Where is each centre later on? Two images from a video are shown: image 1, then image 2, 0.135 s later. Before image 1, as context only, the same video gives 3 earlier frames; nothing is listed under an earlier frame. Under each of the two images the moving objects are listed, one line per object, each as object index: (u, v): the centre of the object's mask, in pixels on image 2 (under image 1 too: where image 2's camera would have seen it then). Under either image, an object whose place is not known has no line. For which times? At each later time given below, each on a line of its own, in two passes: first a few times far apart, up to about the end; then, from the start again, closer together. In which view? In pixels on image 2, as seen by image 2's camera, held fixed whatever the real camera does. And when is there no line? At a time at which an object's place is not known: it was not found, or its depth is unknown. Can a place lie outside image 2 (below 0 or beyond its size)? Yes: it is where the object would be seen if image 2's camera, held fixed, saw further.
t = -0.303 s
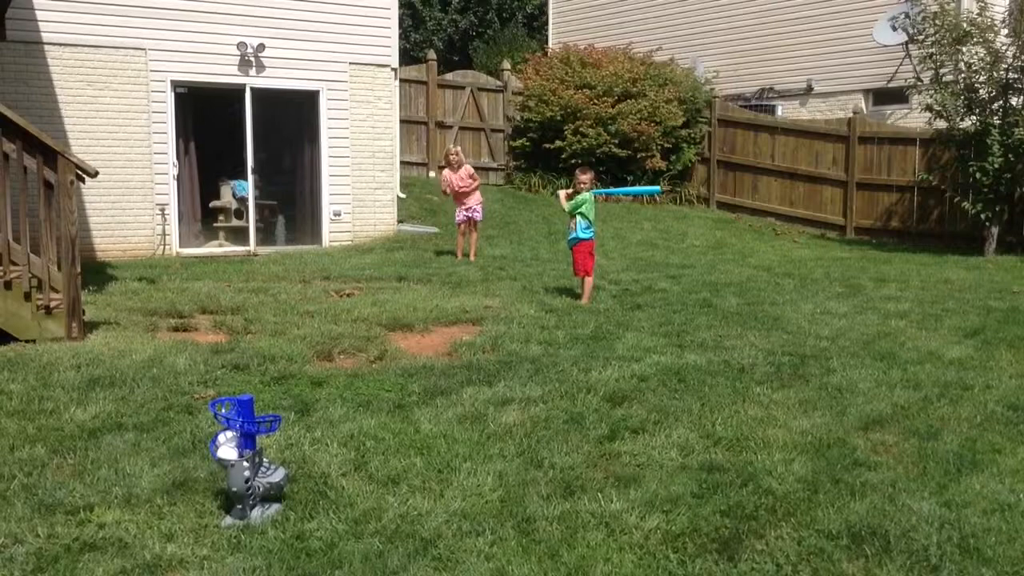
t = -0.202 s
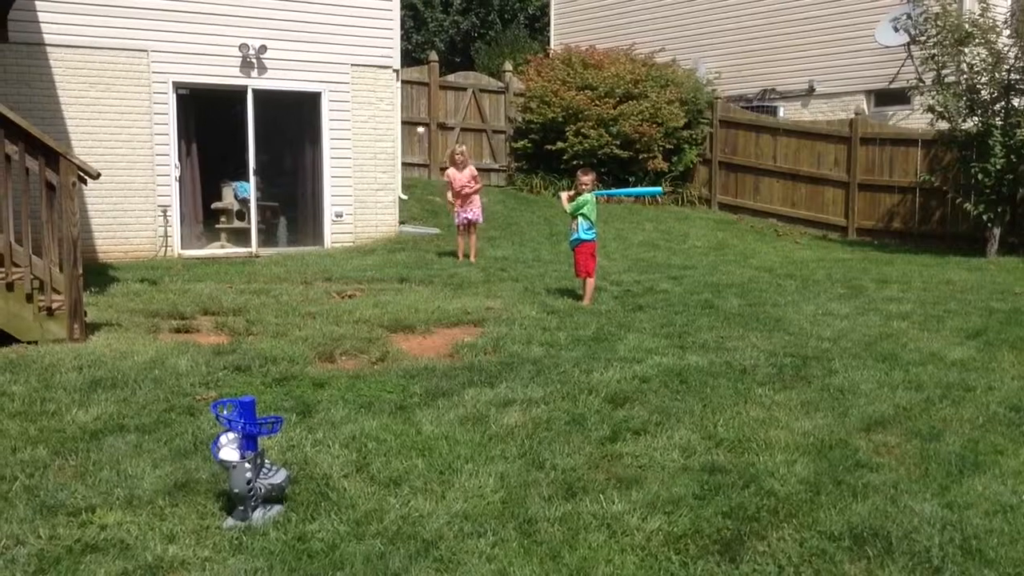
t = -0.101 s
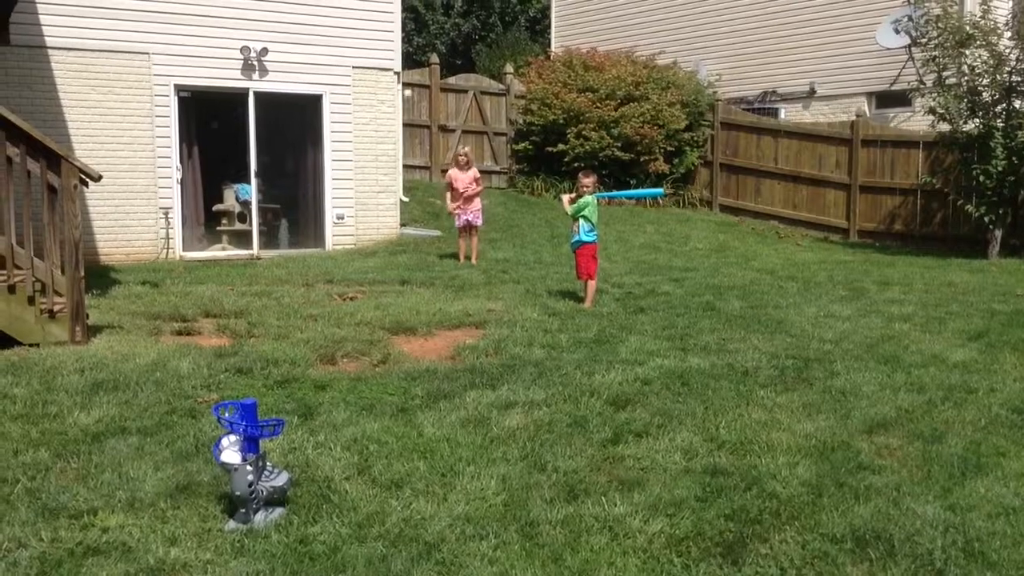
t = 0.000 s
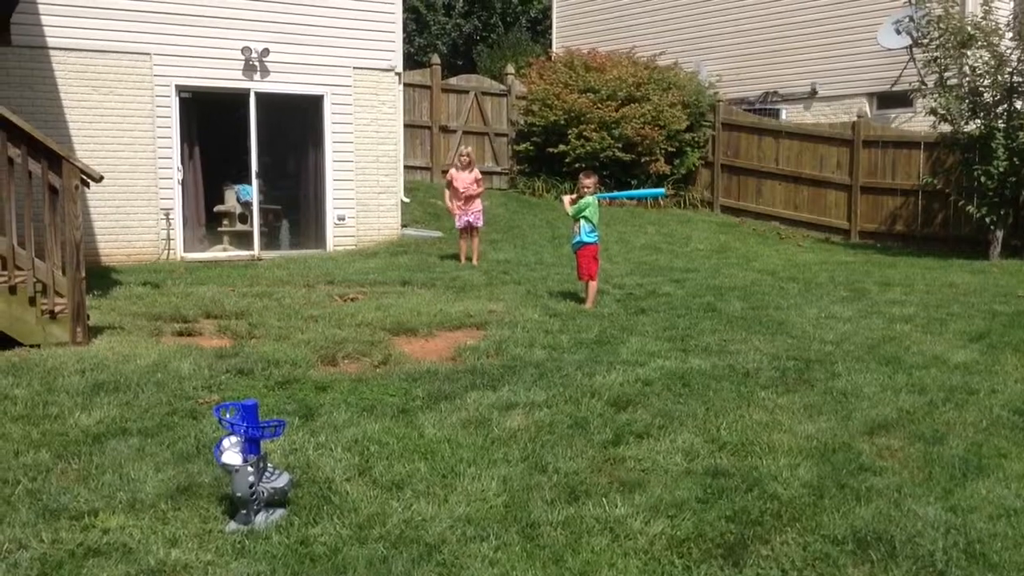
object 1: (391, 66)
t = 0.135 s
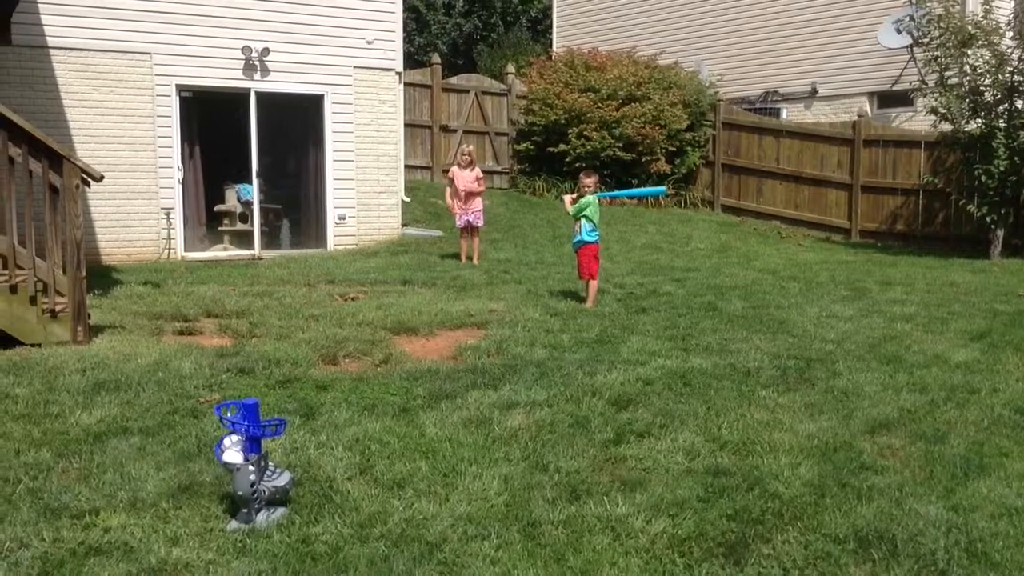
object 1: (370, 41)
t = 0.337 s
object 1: (326, 55)
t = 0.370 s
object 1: (321, 60)
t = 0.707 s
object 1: (215, 291)
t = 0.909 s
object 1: (149, 392)
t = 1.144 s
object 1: (90, 409)
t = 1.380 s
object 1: (34, 458)
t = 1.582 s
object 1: (2, 472)
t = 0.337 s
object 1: (326, 55)
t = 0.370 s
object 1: (321, 60)
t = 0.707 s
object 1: (215, 291)
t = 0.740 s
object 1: (202, 330)
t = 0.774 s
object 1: (189, 374)
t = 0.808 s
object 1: (176, 416)
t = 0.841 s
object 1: (166, 410)
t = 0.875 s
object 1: (159, 399)
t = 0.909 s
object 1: (149, 392)
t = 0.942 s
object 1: (141, 387)
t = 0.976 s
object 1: (133, 383)
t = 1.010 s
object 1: (124, 383)
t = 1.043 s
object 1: (116, 386)
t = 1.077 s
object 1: (107, 390)
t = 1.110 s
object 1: (99, 399)
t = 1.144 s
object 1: (90, 409)
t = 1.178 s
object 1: (81, 422)
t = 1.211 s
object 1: (72, 439)
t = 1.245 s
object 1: (64, 458)
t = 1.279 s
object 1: (54, 469)
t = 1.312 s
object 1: (47, 465)
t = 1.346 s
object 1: (41, 460)
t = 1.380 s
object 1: (34, 458)
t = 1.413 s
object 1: (29, 459)
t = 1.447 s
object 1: (24, 462)
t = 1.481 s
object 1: (19, 466)
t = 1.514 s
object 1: (13, 471)
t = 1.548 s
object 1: (6, 473)
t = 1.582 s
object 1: (2, 472)
